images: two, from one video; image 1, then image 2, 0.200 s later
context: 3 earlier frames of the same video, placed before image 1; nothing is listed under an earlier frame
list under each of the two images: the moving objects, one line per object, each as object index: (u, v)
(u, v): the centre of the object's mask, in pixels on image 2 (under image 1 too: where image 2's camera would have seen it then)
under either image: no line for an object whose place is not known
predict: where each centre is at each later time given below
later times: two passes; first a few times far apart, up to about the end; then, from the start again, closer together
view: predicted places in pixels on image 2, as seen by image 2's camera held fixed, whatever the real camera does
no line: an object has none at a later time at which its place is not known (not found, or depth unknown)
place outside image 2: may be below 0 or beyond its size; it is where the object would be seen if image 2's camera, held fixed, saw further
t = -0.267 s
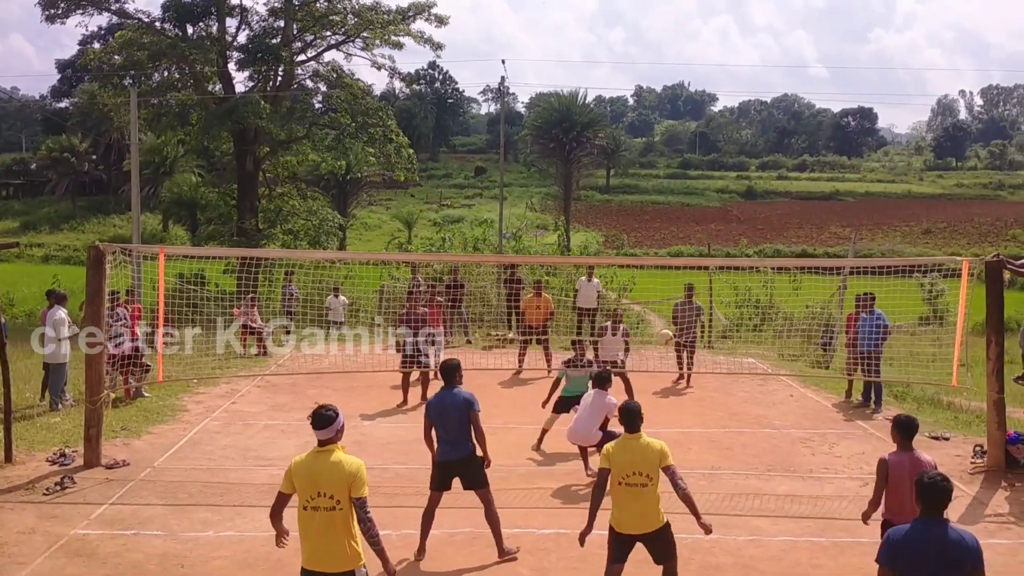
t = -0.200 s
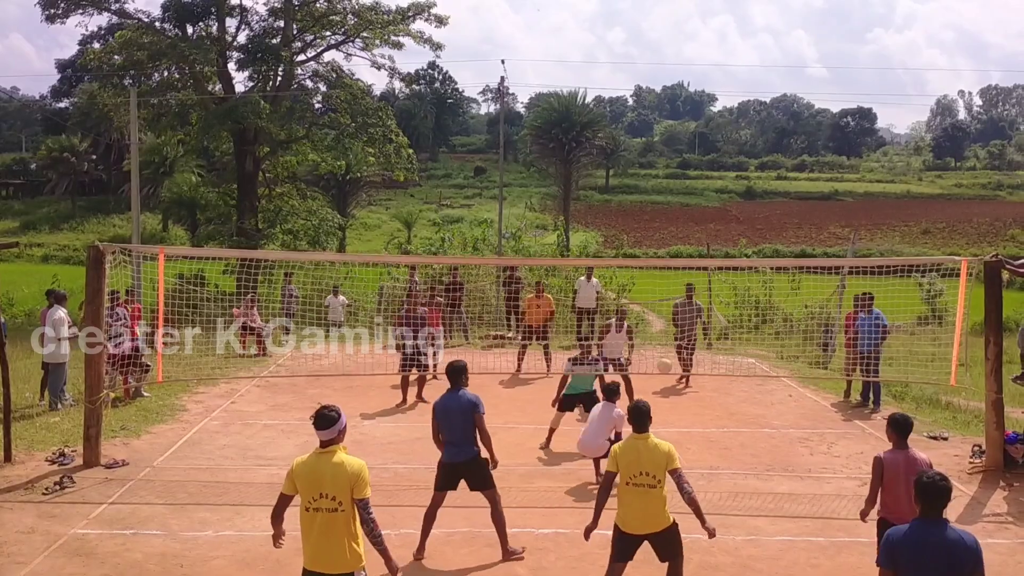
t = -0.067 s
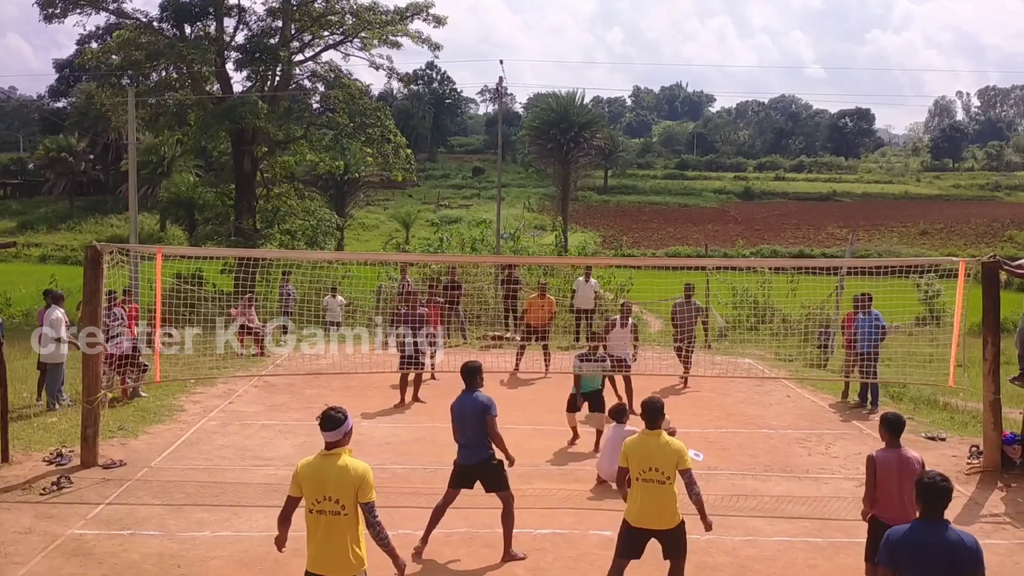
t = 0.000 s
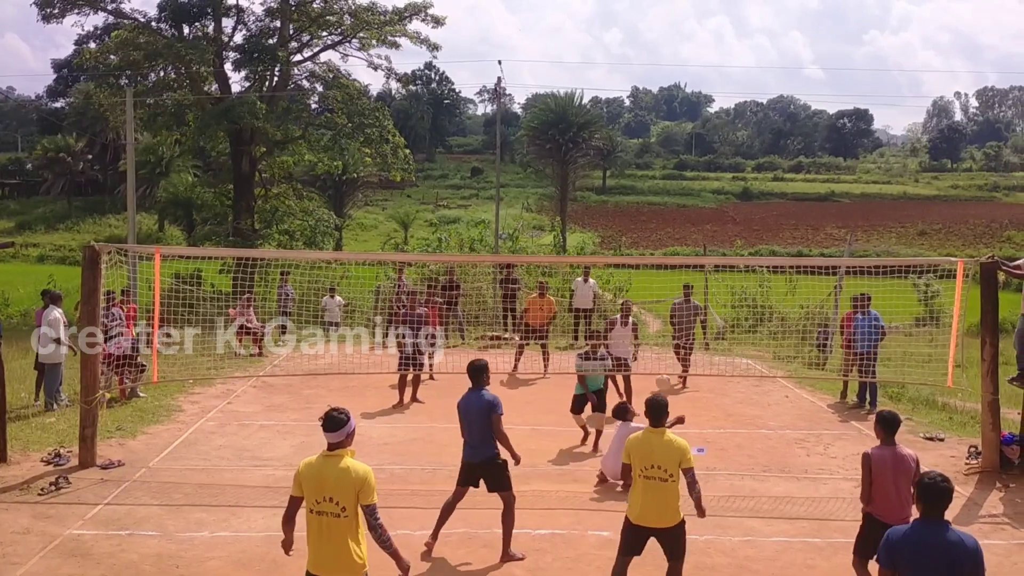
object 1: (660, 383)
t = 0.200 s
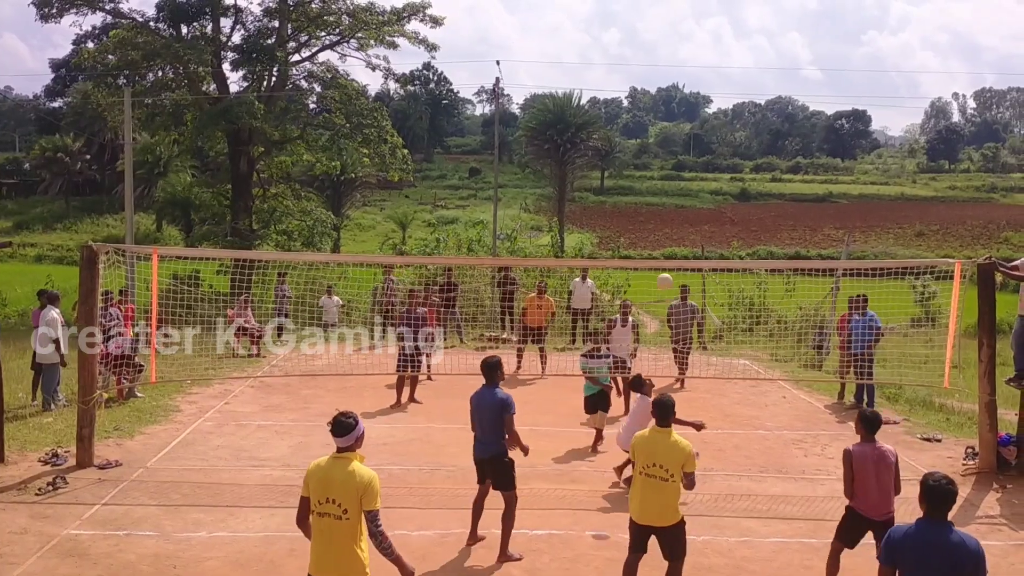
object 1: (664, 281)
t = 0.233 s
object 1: (665, 268)
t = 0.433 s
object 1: (666, 202)
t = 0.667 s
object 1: (664, 170)
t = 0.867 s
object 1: (659, 190)
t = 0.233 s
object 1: (665, 268)
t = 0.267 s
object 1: (665, 254)
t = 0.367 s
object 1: (666, 219)
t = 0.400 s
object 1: (666, 210)
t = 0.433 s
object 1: (666, 202)
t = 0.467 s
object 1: (666, 194)
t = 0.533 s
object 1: (666, 182)
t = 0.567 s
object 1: (666, 177)
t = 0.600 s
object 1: (665, 173)
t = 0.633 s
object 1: (664, 171)
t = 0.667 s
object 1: (664, 170)
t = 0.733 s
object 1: (663, 172)
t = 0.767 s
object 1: (662, 174)
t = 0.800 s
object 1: (661, 178)
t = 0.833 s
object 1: (660, 183)
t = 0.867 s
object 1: (659, 190)
